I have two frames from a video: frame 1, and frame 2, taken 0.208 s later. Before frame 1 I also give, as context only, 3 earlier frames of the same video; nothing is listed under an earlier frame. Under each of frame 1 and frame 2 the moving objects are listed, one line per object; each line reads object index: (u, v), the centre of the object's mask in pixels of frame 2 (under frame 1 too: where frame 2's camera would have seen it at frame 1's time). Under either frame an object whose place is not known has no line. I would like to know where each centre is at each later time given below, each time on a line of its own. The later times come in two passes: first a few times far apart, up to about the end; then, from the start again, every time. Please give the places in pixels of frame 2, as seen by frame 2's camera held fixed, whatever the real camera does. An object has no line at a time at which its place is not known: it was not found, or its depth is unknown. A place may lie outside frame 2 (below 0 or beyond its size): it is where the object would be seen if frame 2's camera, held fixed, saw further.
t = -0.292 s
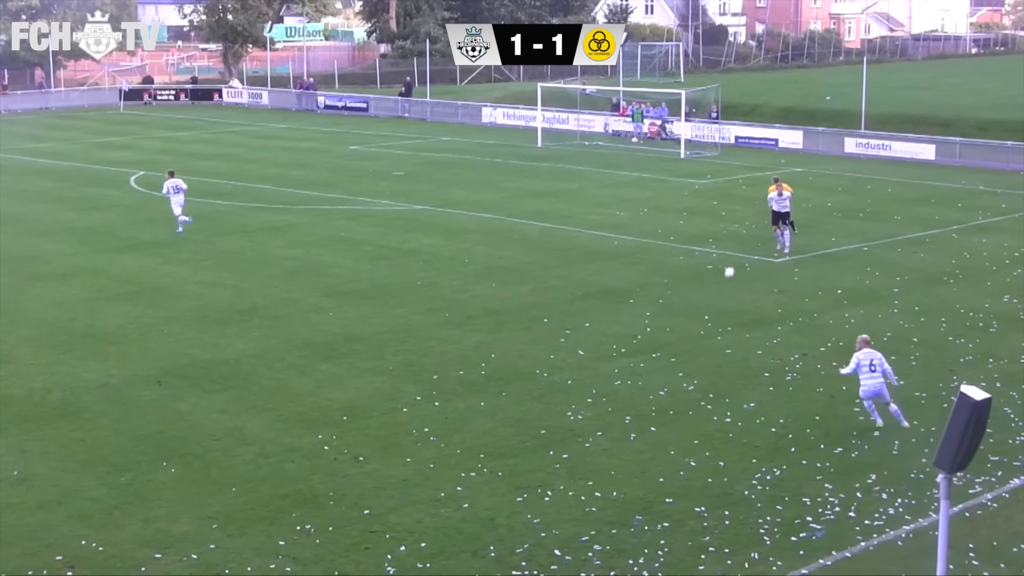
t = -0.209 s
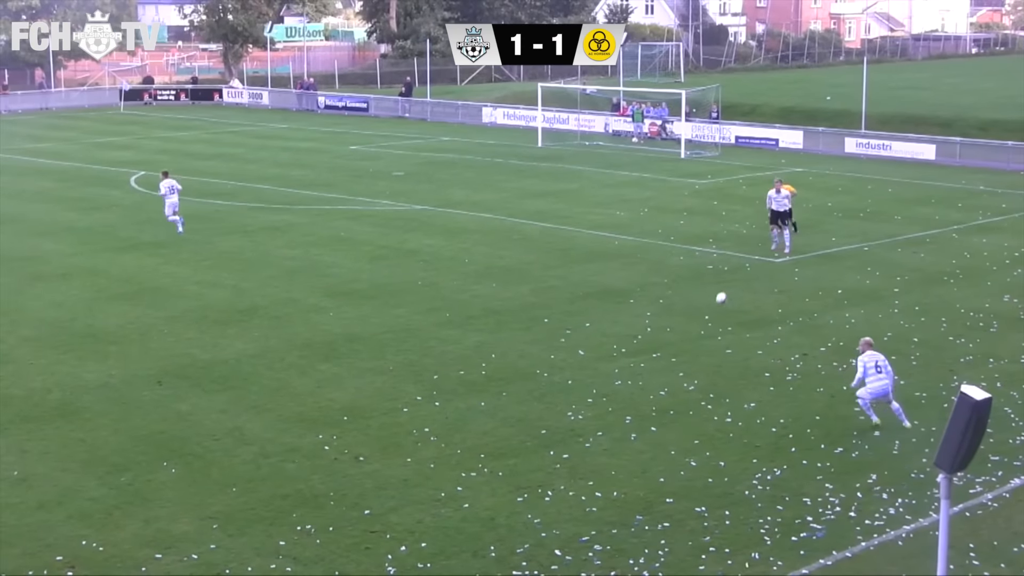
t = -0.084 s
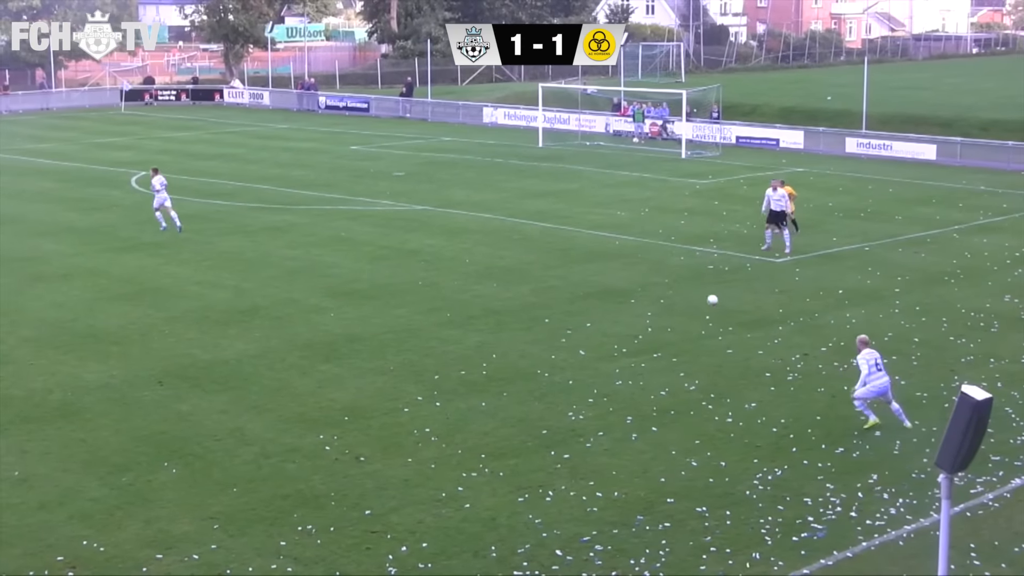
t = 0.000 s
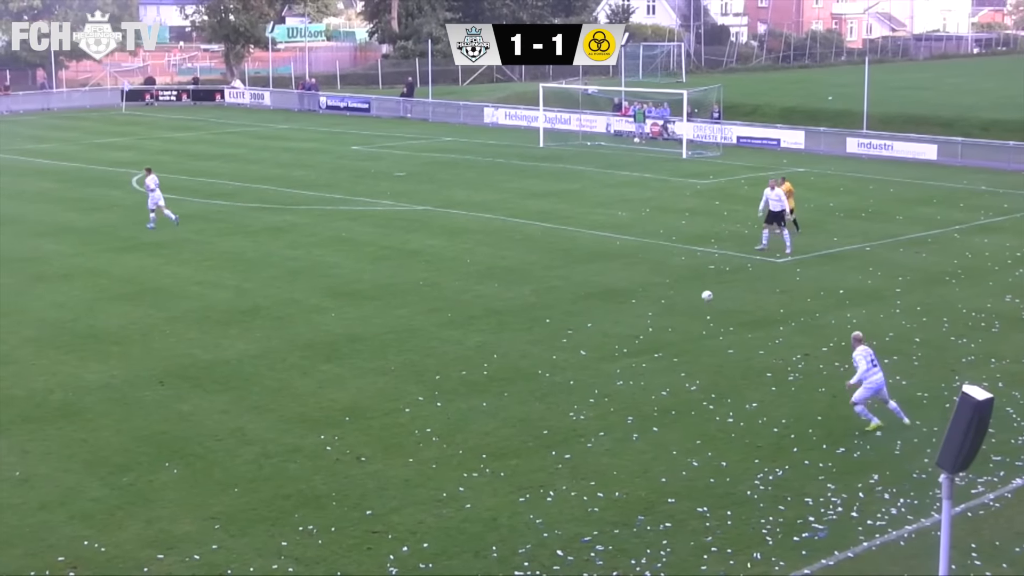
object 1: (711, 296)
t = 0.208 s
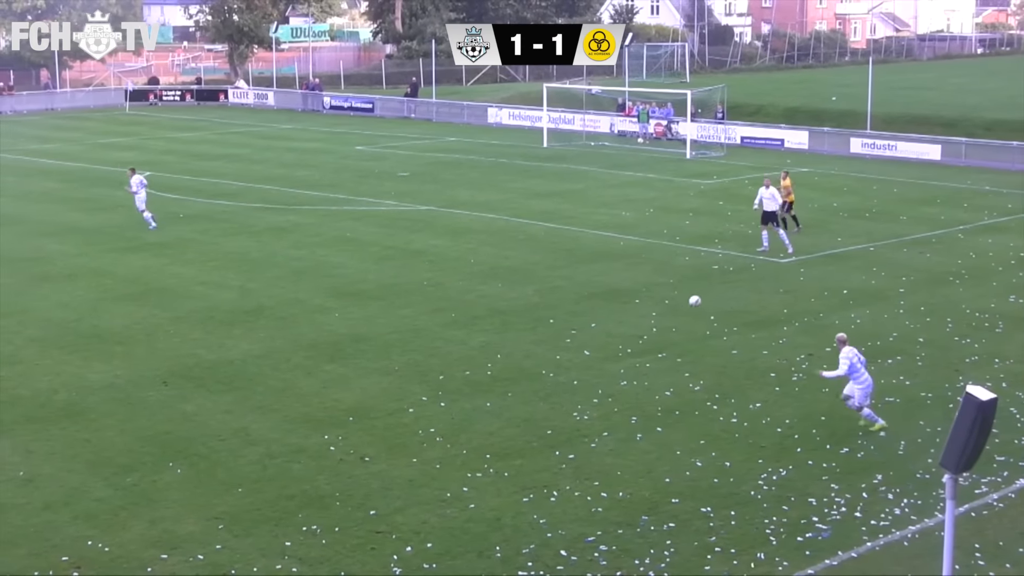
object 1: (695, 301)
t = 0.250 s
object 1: (691, 304)
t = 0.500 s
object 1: (671, 346)
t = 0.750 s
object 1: (653, 367)
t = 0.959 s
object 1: (640, 373)
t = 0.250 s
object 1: (691, 304)
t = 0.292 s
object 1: (688, 309)
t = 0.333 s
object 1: (685, 314)
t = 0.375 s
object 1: (681, 321)
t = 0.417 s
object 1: (678, 327)
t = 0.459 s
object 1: (674, 337)
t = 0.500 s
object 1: (671, 346)
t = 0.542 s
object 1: (667, 357)
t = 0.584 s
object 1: (663, 368)
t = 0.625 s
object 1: (660, 373)
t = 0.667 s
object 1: (658, 370)
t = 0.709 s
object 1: (655, 368)
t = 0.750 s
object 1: (653, 367)
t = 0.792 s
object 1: (650, 366)
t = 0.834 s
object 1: (648, 366)
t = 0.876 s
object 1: (645, 368)
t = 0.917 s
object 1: (643, 370)
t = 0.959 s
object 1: (640, 373)
